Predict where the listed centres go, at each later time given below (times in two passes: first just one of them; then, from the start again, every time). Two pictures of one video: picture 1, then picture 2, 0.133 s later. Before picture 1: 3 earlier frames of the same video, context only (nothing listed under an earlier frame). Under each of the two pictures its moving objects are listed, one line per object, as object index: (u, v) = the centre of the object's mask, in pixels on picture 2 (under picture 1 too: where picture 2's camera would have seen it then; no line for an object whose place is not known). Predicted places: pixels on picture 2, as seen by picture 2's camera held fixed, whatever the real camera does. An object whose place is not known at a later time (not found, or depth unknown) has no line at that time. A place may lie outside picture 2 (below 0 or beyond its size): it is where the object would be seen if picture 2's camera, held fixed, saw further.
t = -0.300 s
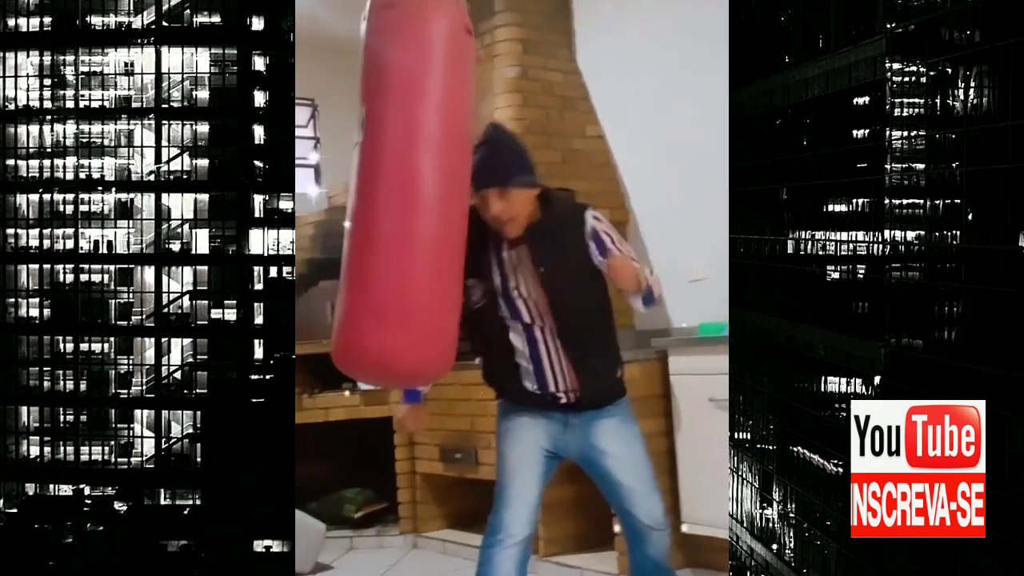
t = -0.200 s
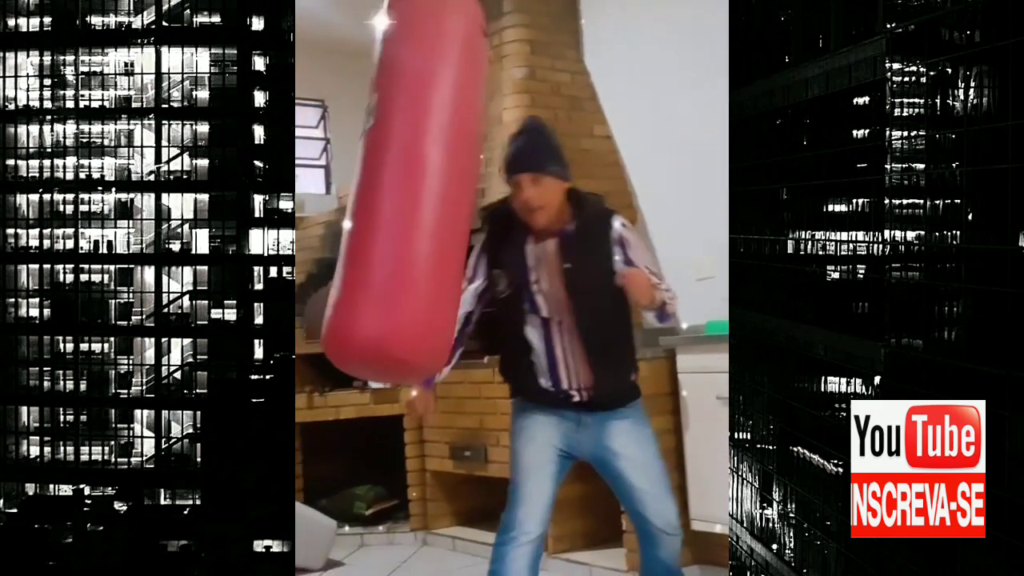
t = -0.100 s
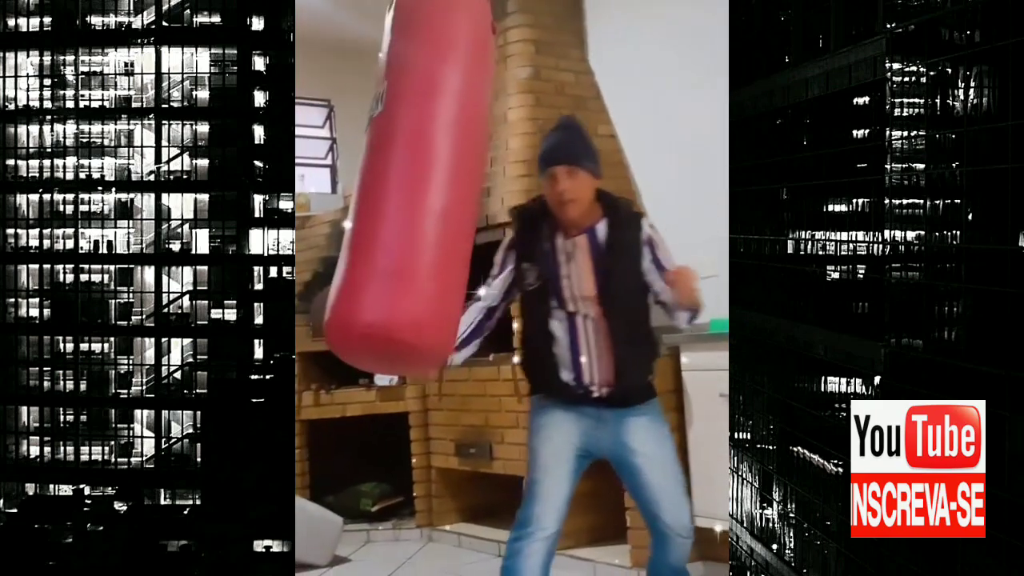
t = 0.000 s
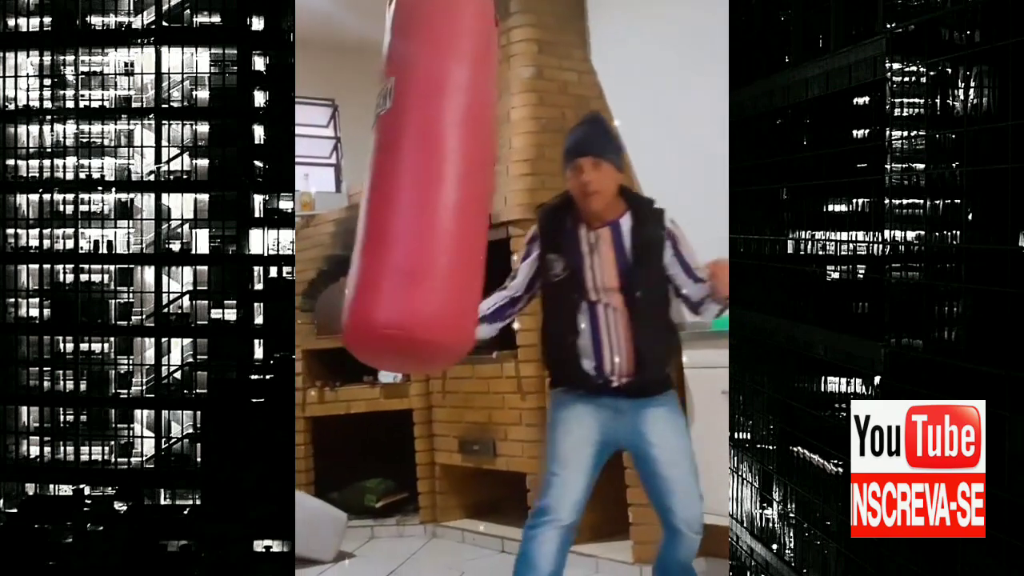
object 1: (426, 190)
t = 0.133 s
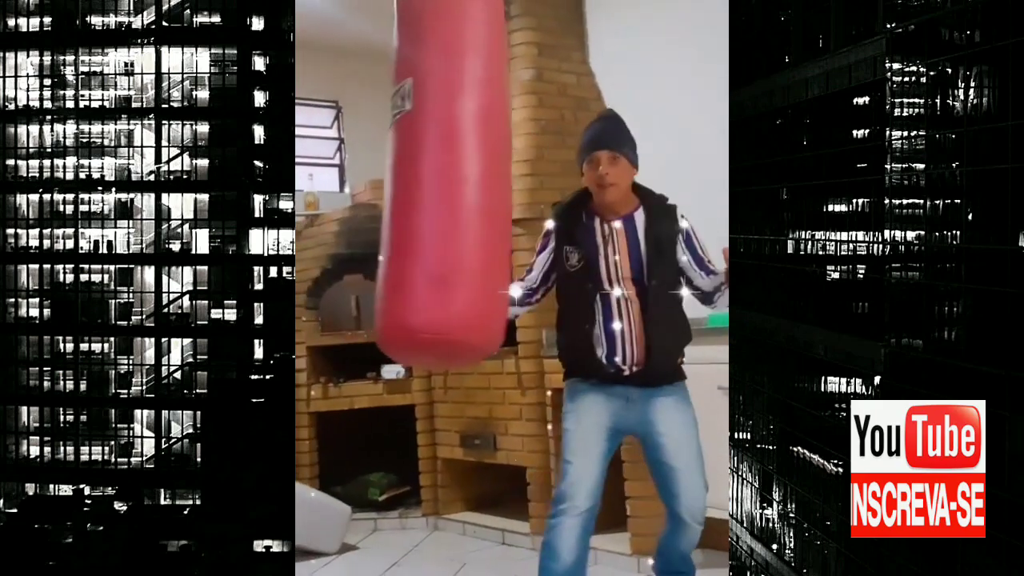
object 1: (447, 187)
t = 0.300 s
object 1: (481, 190)
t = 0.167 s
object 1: (452, 187)
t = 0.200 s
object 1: (459, 188)
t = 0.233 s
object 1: (466, 188)
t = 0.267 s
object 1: (474, 189)
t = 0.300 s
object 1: (481, 190)
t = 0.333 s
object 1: (488, 191)
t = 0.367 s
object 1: (494, 191)
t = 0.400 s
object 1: (498, 192)
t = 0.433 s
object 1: (501, 192)
